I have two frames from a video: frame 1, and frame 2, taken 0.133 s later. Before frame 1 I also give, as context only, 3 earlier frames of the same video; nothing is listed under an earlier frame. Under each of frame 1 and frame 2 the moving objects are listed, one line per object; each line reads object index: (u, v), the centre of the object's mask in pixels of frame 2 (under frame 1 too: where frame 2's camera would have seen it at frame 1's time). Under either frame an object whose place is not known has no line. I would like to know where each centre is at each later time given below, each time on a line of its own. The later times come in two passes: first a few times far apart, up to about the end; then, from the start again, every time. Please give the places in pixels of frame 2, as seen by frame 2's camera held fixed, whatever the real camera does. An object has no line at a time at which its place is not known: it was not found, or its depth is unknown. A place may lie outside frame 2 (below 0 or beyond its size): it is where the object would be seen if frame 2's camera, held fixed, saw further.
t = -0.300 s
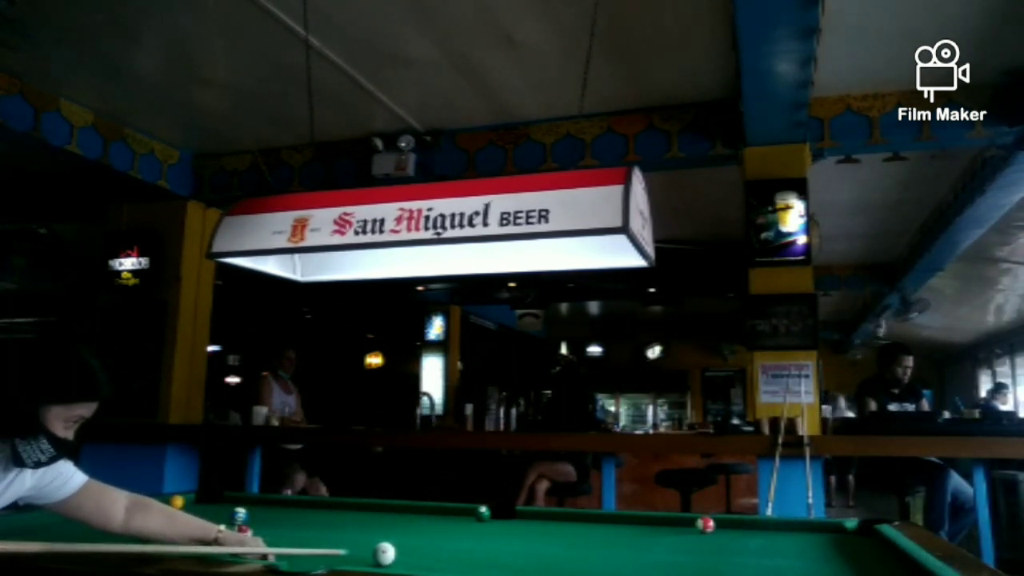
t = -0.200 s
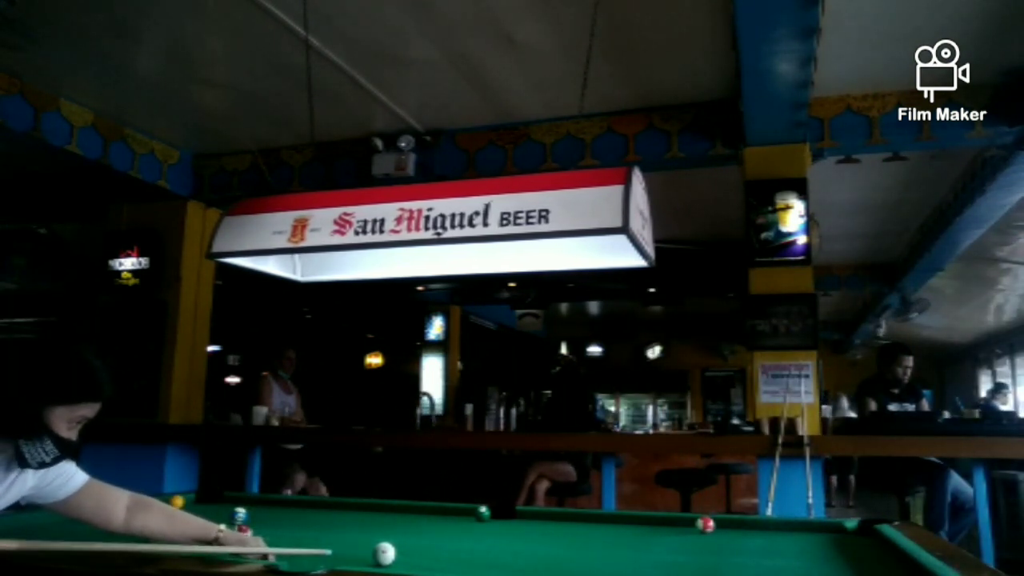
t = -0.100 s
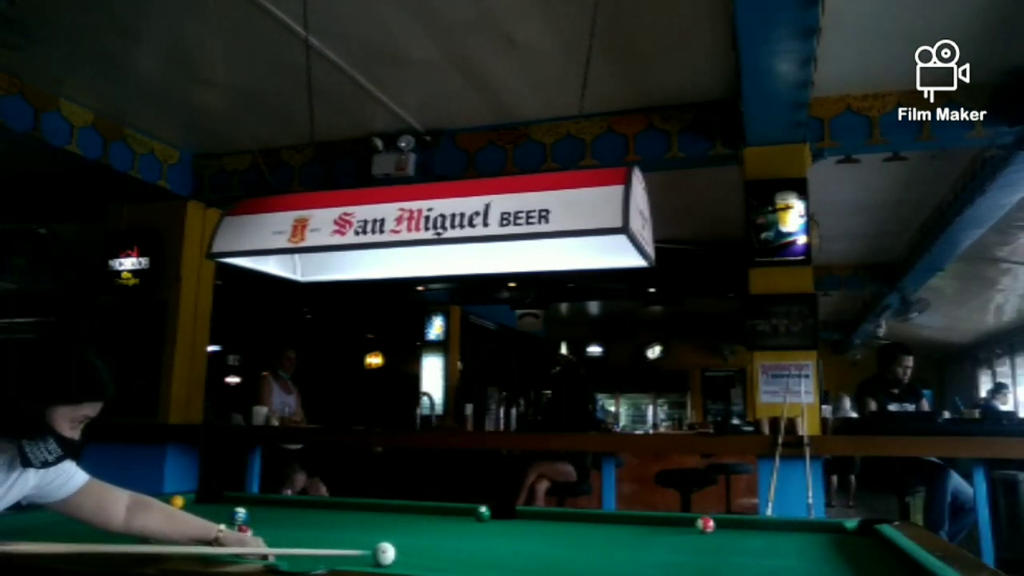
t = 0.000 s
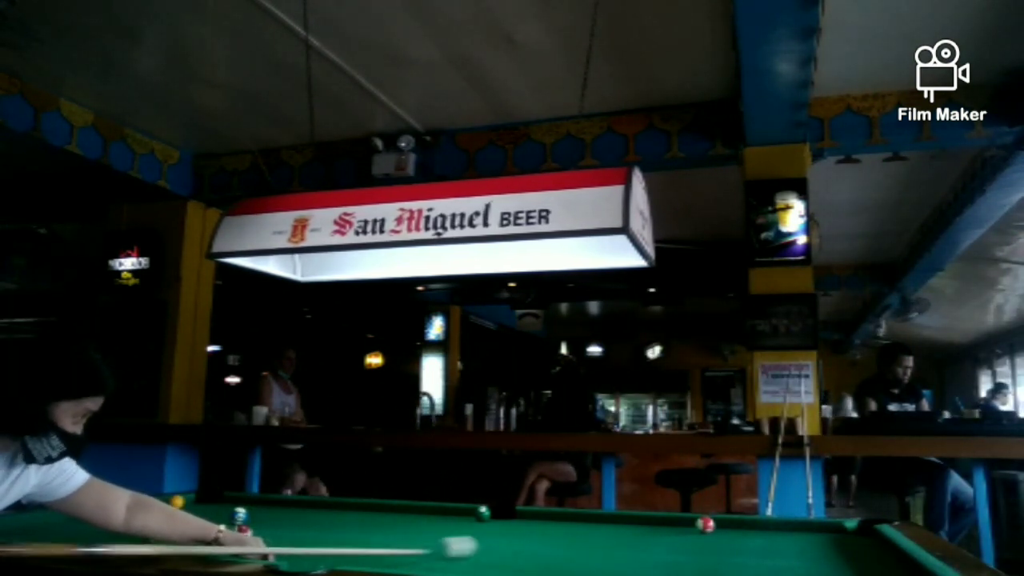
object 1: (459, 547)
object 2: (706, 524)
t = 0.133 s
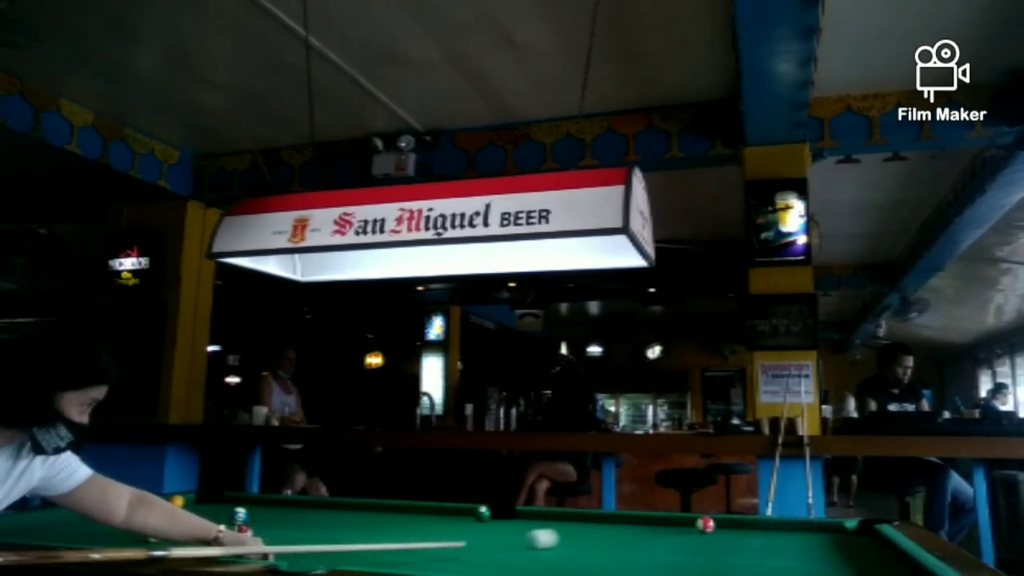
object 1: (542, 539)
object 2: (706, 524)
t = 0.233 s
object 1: (594, 533)
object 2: (705, 524)
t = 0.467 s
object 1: (687, 523)
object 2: (710, 524)
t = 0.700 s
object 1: (689, 523)
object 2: (781, 525)
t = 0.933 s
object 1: (690, 529)
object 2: (841, 526)
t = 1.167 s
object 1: (690, 534)
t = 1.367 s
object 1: (690, 539)
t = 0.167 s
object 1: (561, 537)
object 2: (705, 524)
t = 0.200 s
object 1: (578, 535)
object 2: (705, 524)
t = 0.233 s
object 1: (594, 533)
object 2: (705, 524)
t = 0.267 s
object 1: (609, 532)
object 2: (705, 524)
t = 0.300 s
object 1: (625, 530)
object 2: (705, 524)
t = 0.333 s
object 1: (640, 529)
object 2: (705, 524)
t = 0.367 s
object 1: (654, 527)
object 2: (705, 524)
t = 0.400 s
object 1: (667, 526)
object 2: (705, 524)
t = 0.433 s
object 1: (680, 525)
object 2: (705, 524)
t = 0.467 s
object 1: (687, 523)
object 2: (710, 524)
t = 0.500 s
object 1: (688, 522)
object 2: (724, 525)
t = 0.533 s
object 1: (689, 520)
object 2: (735, 525)
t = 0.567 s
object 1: (689, 521)
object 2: (745, 525)
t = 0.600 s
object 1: (689, 521)
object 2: (754, 526)
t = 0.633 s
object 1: (689, 522)
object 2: (762, 526)
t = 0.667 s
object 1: (689, 522)
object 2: (771, 525)
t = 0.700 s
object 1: (689, 523)
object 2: (781, 525)
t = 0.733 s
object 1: (689, 524)
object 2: (789, 526)
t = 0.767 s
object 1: (689, 525)
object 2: (799, 526)
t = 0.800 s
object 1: (689, 526)
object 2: (808, 526)
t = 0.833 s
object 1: (689, 526)
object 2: (815, 526)
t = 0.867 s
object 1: (690, 527)
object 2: (824, 526)
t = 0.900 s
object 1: (690, 528)
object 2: (834, 526)
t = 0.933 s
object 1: (690, 529)
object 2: (841, 526)
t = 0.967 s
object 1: (690, 530)
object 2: (850, 525)
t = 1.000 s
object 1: (690, 530)
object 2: (858, 524)
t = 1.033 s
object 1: (690, 531)
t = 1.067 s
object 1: (690, 532)
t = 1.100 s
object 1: (690, 533)
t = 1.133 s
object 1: (690, 533)
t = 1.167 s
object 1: (690, 534)
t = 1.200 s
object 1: (690, 535)
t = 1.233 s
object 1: (690, 536)
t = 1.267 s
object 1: (690, 537)
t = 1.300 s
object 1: (690, 538)
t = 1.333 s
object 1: (690, 538)
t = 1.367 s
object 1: (690, 539)
